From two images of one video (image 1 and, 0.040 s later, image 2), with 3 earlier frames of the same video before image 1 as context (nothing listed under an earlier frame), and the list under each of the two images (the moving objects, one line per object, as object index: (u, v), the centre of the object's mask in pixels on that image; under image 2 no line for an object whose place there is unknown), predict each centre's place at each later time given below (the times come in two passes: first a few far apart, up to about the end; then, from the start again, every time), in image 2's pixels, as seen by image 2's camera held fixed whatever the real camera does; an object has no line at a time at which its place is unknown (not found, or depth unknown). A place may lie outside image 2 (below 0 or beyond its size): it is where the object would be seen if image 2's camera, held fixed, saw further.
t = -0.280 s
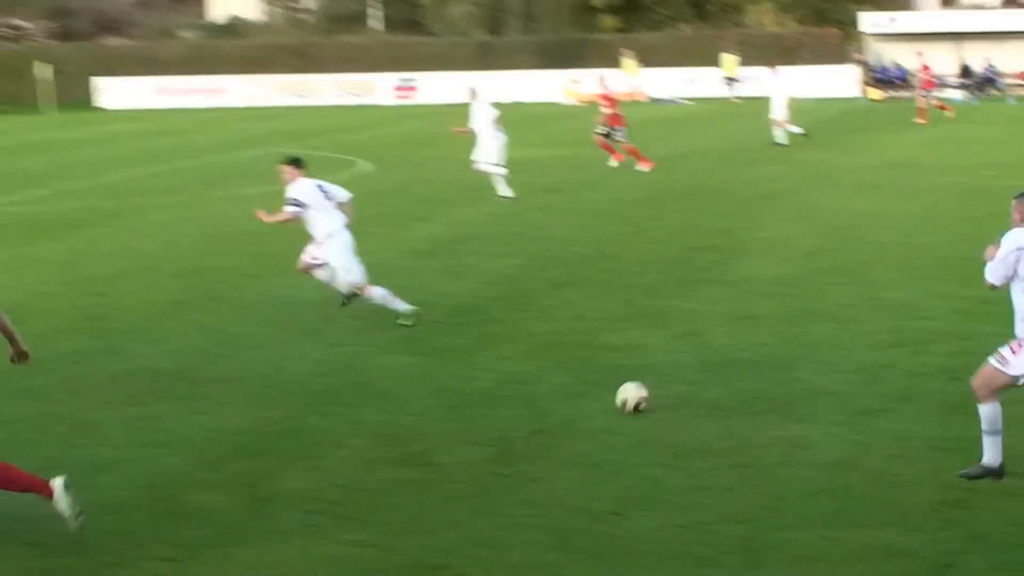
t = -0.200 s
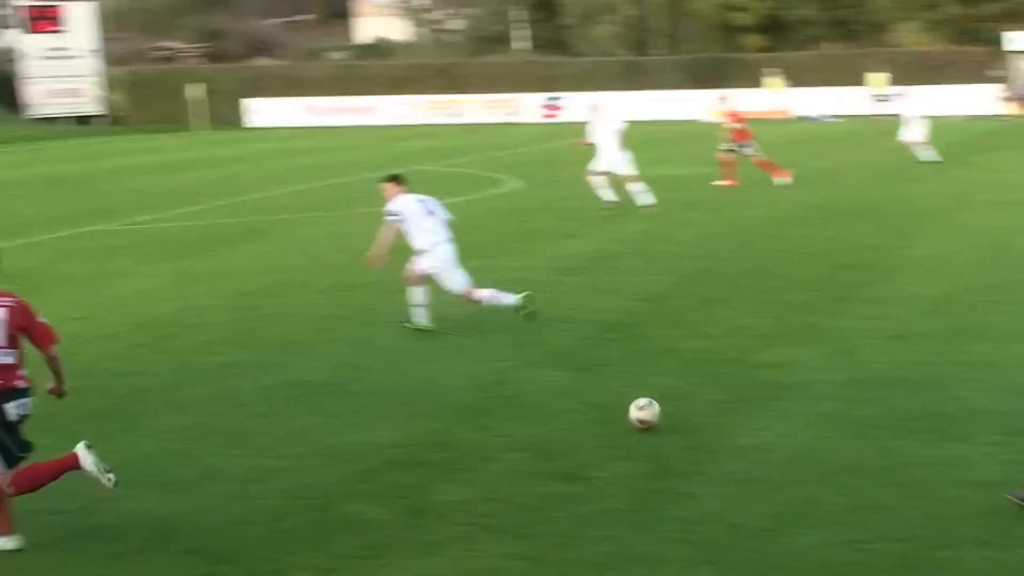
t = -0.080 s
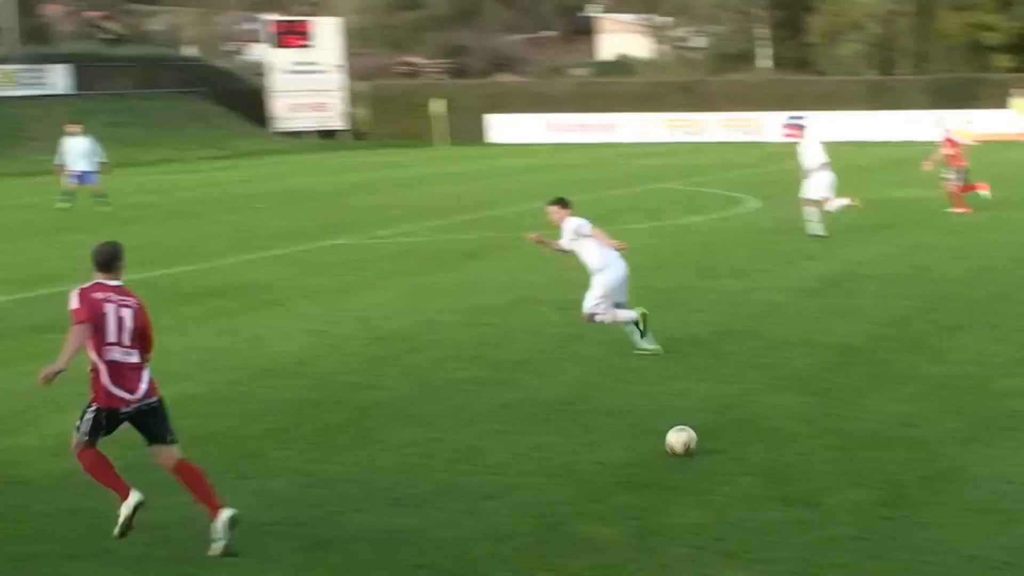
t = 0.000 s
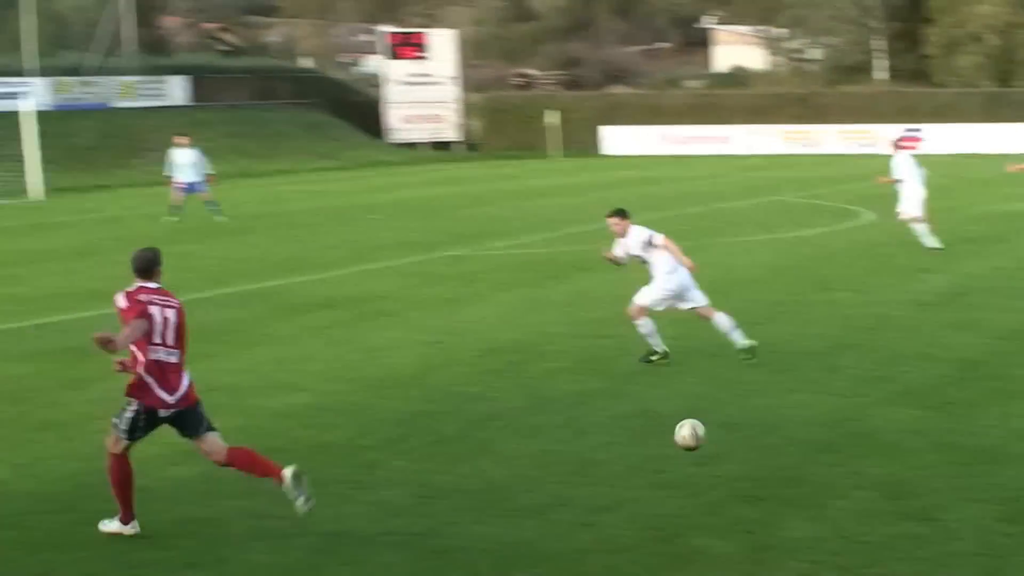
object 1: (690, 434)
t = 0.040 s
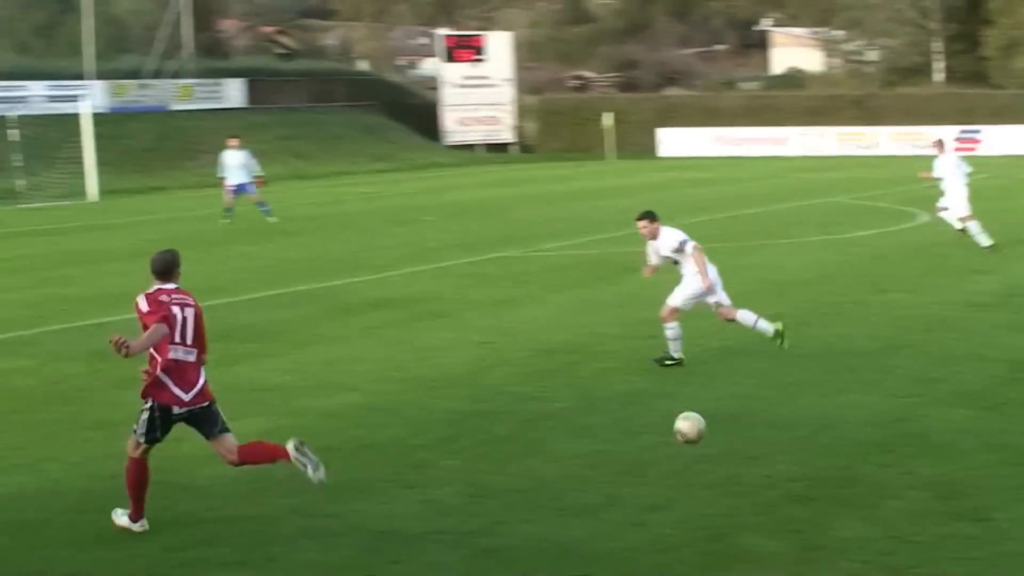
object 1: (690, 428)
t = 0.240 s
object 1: (441, 430)
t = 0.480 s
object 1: (159, 427)
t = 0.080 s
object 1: (639, 424)
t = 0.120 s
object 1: (587, 420)
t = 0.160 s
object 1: (538, 421)
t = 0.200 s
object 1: (488, 424)
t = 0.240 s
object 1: (441, 430)
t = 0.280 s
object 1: (393, 439)
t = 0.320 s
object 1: (347, 436)
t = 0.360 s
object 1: (299, 430)
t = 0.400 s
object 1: (252, 426)
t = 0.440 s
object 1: (205, 425)
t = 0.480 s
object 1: (159, 427)
